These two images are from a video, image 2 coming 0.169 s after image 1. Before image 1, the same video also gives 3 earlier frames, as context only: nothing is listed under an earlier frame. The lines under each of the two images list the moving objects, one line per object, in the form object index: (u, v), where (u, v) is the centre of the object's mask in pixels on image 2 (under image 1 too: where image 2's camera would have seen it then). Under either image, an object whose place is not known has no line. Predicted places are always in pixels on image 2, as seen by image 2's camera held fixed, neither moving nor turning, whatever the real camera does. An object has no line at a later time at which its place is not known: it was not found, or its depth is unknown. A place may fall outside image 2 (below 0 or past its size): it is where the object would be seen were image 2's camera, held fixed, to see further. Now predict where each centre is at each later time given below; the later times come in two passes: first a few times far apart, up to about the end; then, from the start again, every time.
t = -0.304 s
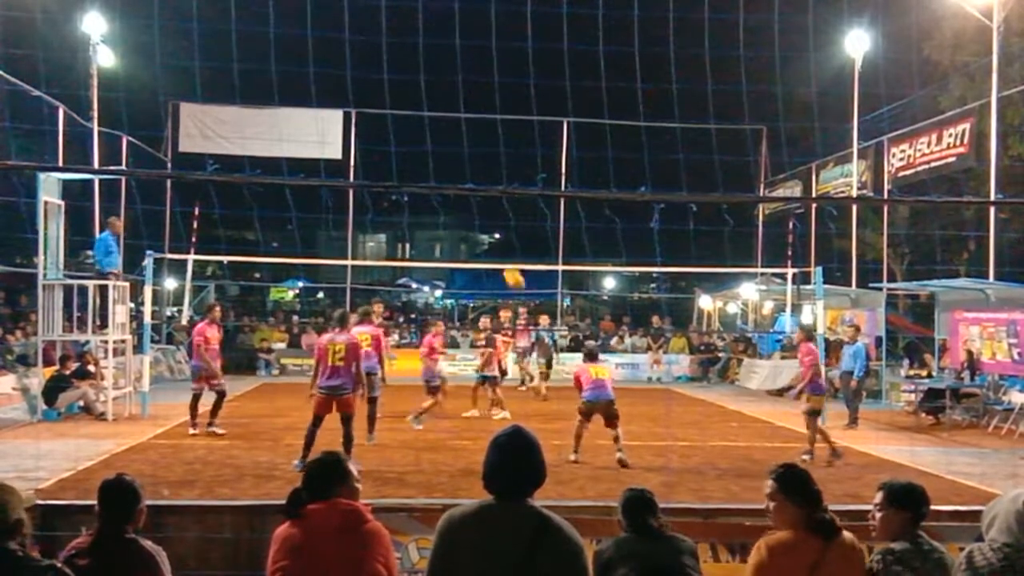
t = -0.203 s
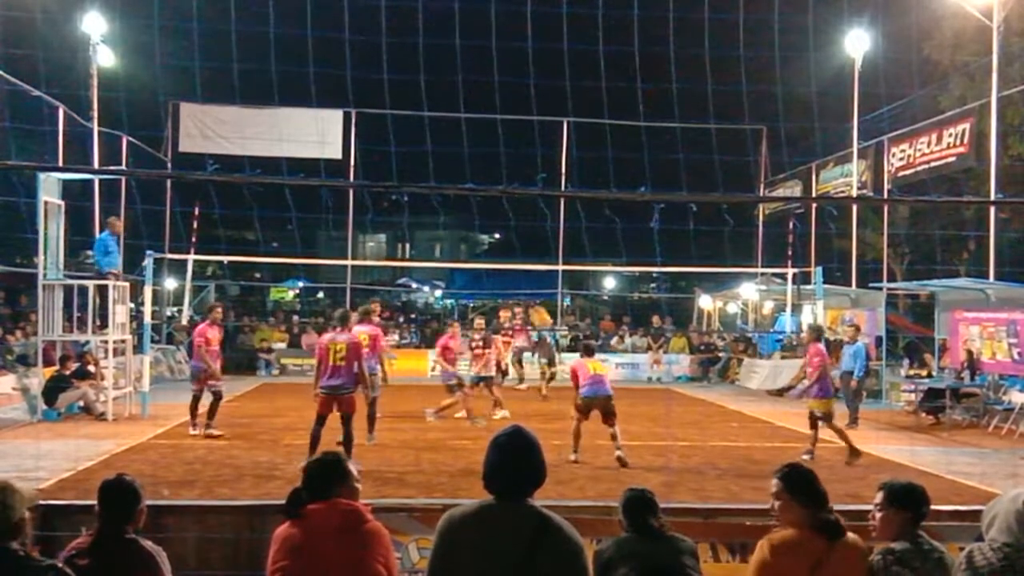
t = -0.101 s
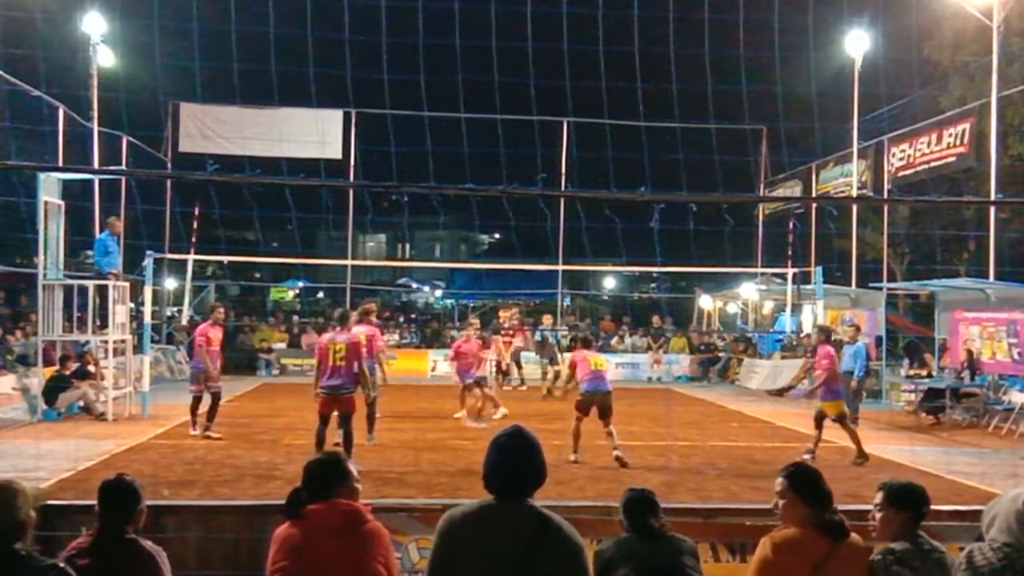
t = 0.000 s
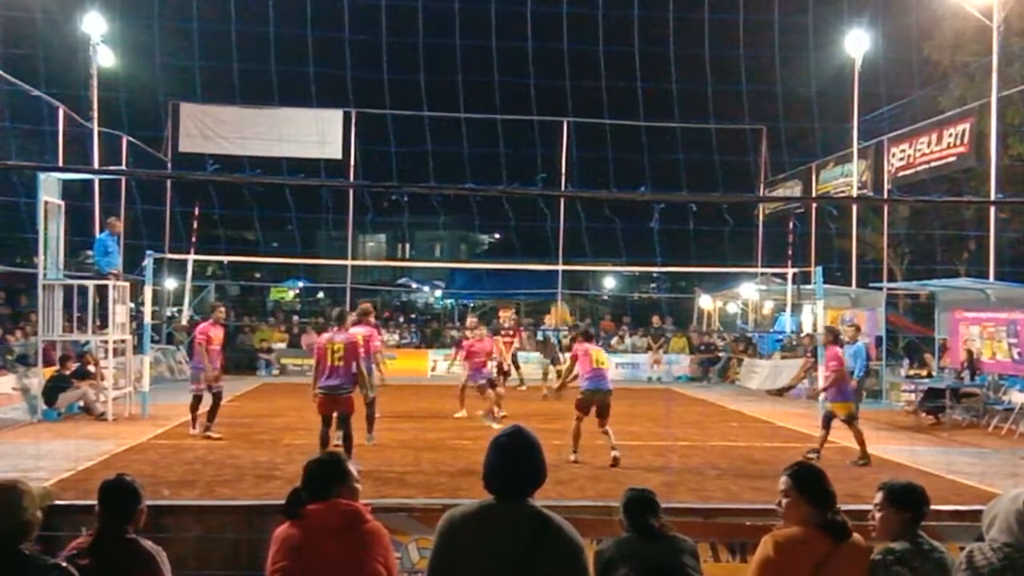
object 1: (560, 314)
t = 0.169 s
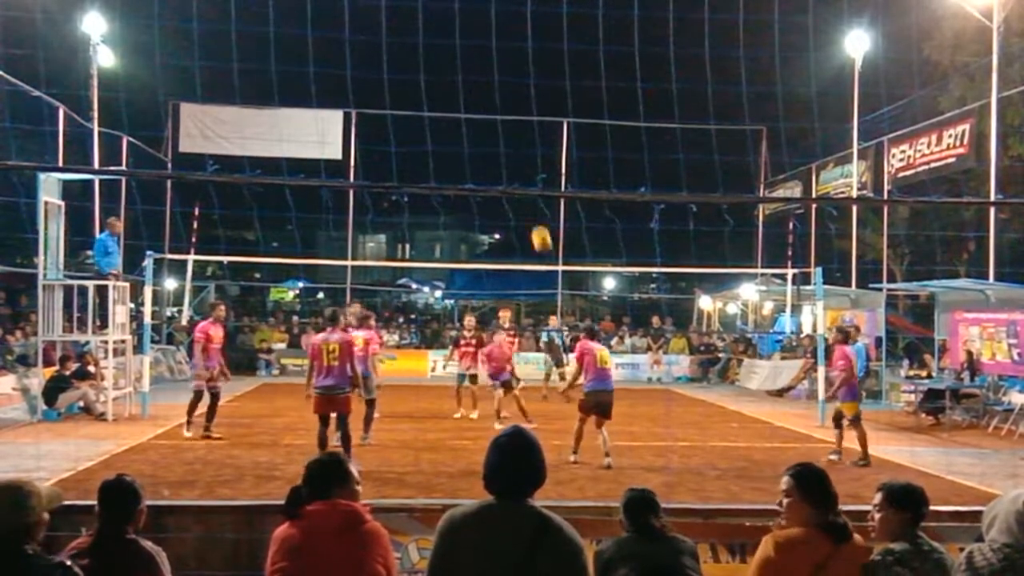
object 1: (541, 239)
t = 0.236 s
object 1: (534, 215)
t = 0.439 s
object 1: (512, 169)
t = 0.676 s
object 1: (489, 157)
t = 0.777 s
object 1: (479, 164)
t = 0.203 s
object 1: (537, 226)
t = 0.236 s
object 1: (534, 215)
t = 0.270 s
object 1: (530, 206)
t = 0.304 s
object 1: (527, 197)
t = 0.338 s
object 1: (522, 183)
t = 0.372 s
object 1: (519, 179)
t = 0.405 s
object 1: (516, 174)
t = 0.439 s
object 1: (512, 169)
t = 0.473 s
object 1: (509, 164)
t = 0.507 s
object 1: (506, 161)
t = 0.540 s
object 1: (502, 158)
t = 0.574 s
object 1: (499, 157)
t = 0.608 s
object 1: (496, 156)
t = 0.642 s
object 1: (492, 156)
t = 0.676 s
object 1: (489, 157)
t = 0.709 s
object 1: (486, 158)
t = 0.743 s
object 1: (482, 161)
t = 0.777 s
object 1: (479, 164)
